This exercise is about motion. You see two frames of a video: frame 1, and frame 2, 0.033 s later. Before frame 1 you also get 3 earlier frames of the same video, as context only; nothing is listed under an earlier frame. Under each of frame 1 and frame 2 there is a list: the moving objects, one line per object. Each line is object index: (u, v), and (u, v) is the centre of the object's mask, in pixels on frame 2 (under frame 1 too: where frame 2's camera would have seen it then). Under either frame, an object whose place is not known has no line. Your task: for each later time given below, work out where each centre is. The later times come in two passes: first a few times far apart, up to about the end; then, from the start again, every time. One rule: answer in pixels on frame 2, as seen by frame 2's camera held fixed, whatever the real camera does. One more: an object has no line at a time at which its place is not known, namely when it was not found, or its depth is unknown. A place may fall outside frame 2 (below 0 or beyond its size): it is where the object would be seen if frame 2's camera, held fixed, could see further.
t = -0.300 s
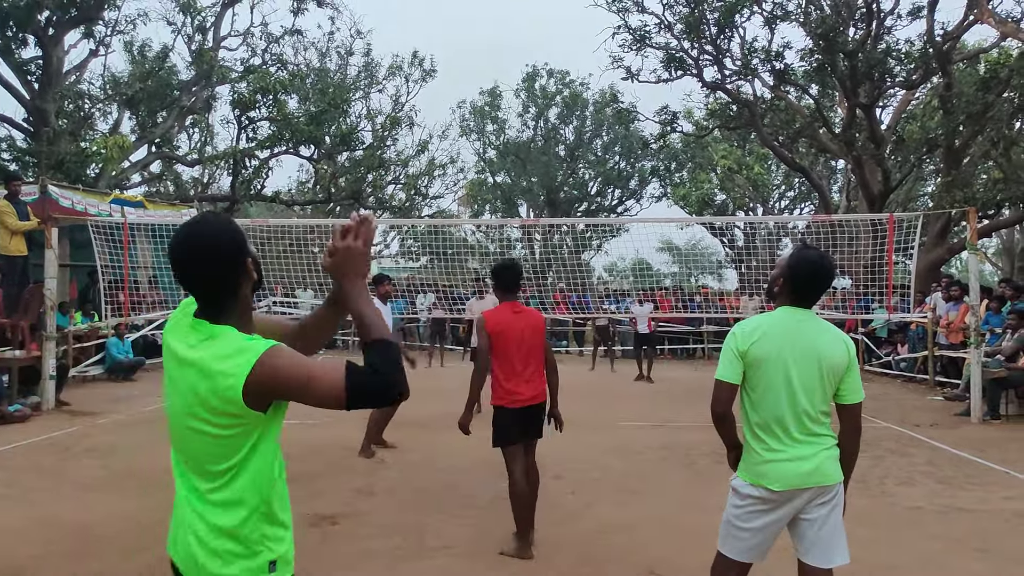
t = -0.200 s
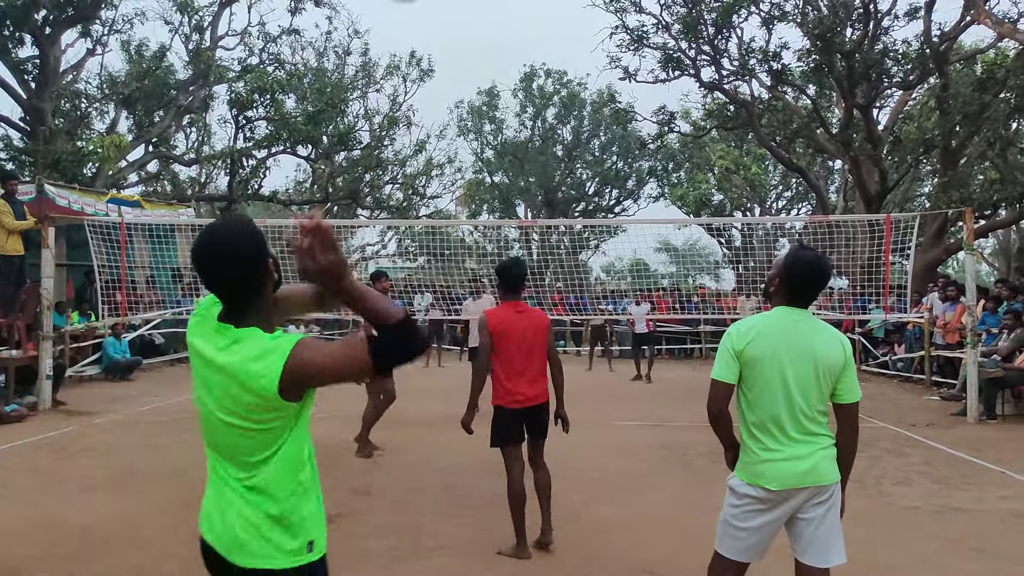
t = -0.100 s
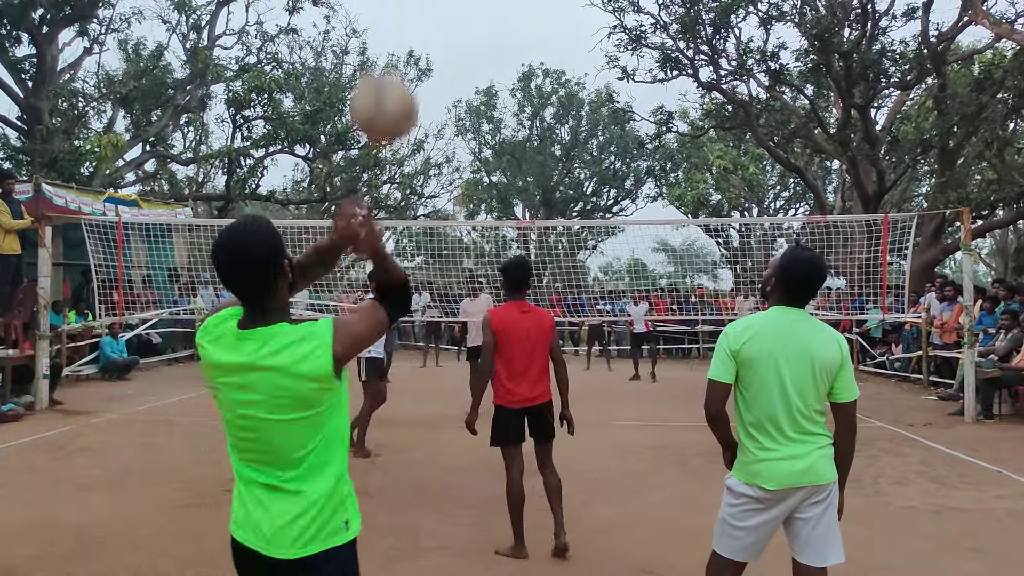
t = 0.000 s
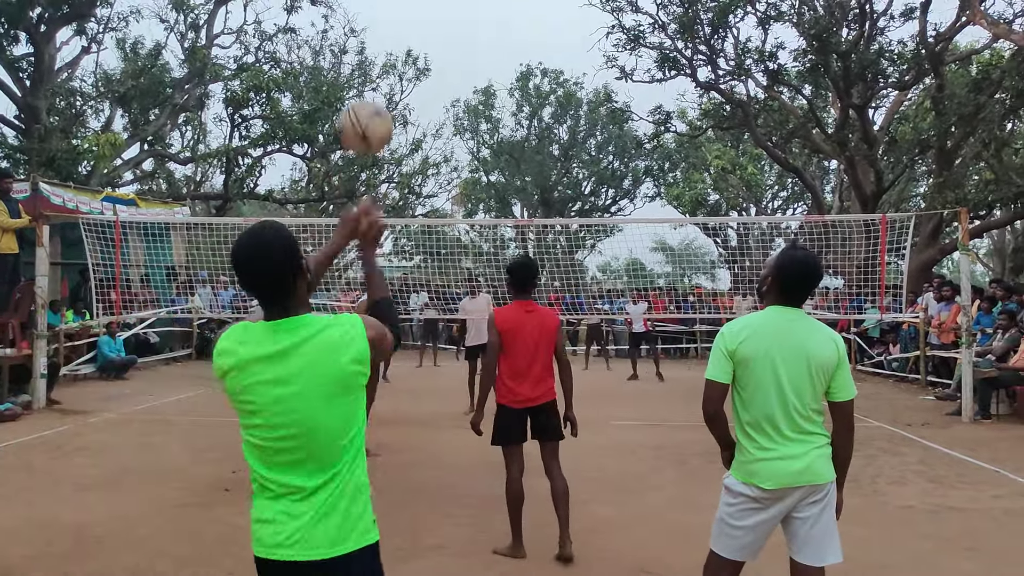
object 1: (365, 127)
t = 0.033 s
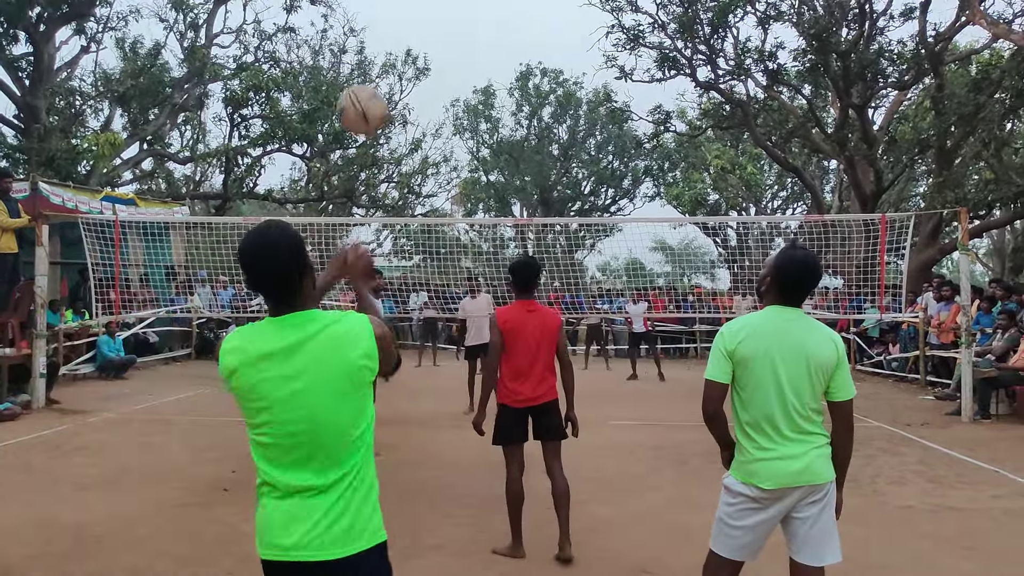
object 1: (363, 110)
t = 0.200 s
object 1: (351, 84)
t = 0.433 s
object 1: (337, 107)
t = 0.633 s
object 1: (324, 147)
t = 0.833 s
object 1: (313, 195)
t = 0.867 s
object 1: (311, 204)
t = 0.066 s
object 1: (359, 98)
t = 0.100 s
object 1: (357, 91)
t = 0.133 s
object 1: (355, 87)
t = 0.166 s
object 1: (354, 85)
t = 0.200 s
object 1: (351, 84)
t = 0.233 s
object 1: (350, 85)
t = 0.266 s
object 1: (347, 86)
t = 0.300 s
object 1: (346, 88)
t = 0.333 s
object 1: (344, 92)
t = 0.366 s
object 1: (341, 96)
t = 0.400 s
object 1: (339, 101)
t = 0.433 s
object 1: (337, 107)
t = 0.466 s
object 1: (335, 112)
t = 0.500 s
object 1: (333, 118)
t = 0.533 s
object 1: (331, 125)
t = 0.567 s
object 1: (329, 131)
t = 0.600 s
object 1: (326, 139)
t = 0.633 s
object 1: (324, 147)
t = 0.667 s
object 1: (322, 156)
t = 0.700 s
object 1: (320, 163)
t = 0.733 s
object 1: (318, 169)
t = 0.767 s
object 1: (317, 178)
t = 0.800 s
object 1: (315, 187)
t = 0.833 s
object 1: (313, 195)
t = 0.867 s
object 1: (311, 204)
